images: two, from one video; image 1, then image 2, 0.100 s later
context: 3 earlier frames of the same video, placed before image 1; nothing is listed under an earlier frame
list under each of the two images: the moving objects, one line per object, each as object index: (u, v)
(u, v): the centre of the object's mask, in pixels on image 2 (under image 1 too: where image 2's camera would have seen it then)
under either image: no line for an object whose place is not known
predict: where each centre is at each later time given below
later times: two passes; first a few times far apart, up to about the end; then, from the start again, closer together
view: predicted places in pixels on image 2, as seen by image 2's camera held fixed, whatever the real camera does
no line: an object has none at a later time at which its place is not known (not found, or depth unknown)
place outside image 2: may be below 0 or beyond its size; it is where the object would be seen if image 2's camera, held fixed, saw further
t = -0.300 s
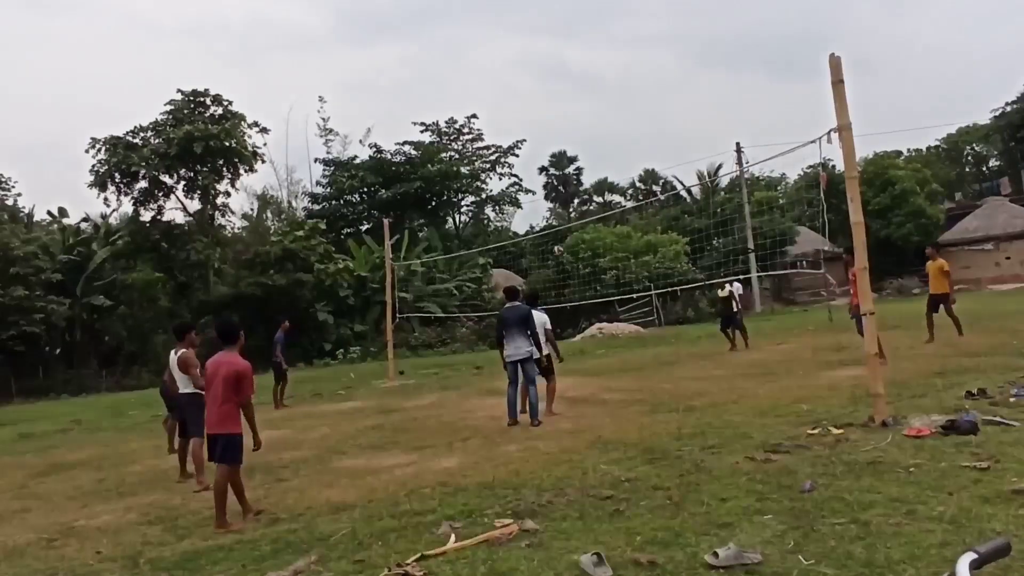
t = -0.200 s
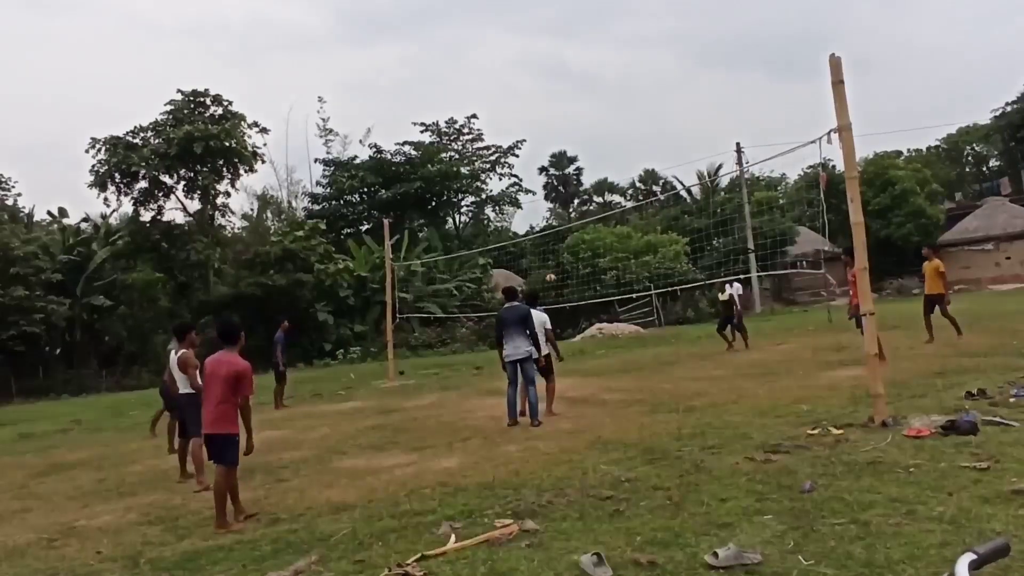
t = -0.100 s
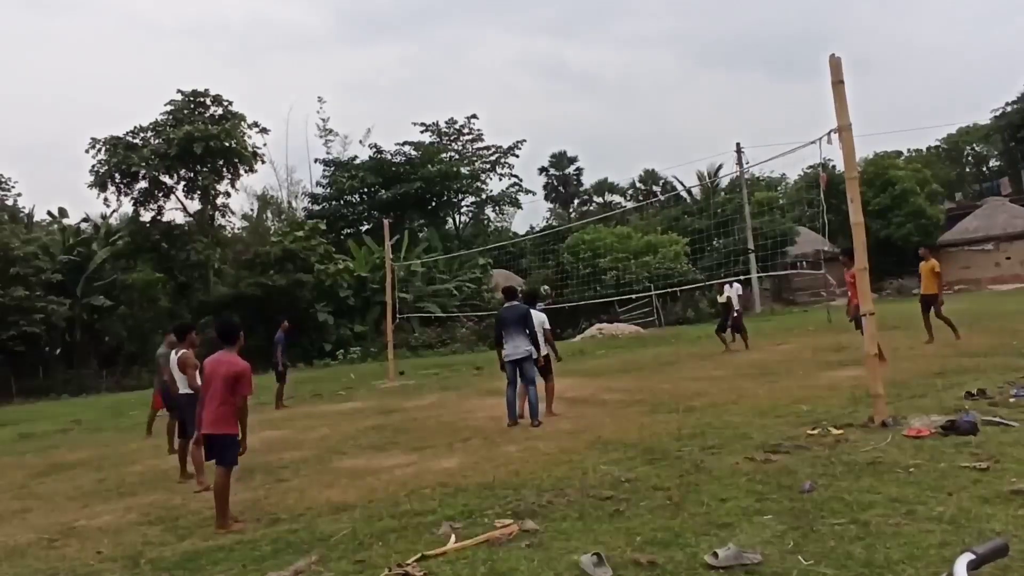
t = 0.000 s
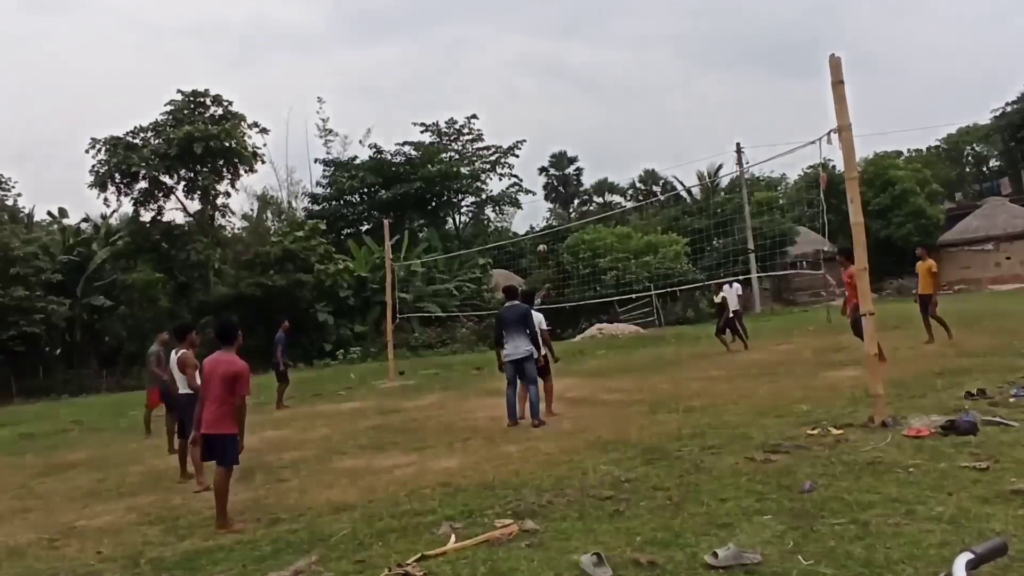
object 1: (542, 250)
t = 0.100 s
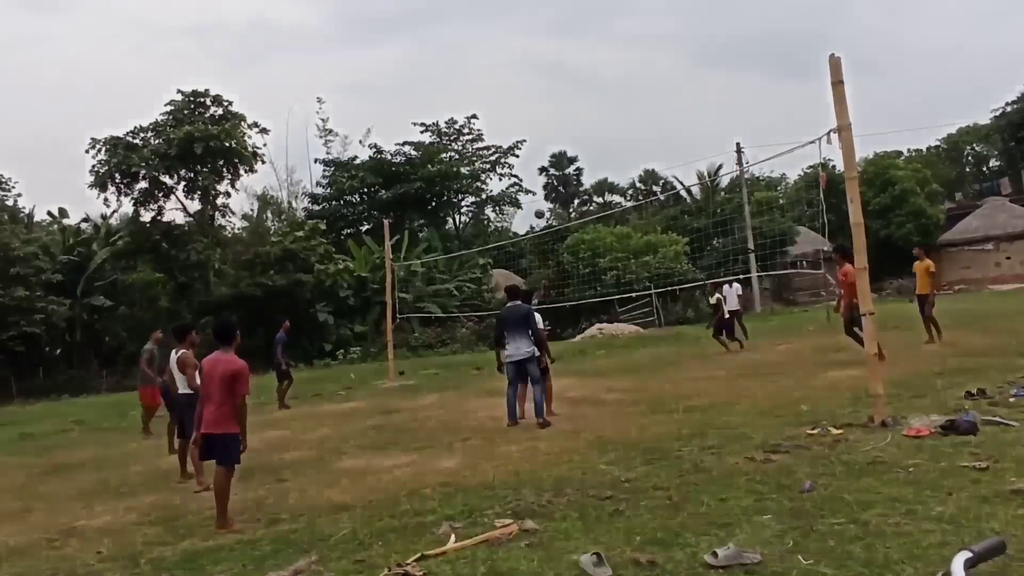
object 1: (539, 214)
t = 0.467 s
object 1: (533, 122)
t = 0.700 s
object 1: (532, 95)
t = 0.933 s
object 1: (533, 95)
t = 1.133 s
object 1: (537, 117)
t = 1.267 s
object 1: (541, 144)
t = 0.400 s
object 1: (534, 134)
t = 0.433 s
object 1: (533, 128)
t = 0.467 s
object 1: (533, 122)
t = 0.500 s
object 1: (533, 116)
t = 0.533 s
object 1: (532, 111)
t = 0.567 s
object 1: (532, 107)
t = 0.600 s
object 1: (532, 103)
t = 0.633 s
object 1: (532, 100)
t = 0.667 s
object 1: (532, 97)
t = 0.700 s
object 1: (532, 95)
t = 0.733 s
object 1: (532, 93)
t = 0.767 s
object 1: (532, 92)
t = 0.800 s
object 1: (532, 92)
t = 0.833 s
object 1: (532, 92)
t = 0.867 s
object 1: (532, 92)
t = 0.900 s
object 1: (533, 93)
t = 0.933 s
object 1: (533, 95)
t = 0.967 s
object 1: (533, 97)
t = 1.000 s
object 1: (534, 100)
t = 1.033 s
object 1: (534, 103)
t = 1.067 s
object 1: (535, 107)
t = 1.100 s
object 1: (536, 112)
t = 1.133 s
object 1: (537, 117)
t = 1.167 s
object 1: (538, 123)
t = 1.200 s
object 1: (538, 129)
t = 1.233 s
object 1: (539, 136)
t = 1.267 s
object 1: (541, 144)
